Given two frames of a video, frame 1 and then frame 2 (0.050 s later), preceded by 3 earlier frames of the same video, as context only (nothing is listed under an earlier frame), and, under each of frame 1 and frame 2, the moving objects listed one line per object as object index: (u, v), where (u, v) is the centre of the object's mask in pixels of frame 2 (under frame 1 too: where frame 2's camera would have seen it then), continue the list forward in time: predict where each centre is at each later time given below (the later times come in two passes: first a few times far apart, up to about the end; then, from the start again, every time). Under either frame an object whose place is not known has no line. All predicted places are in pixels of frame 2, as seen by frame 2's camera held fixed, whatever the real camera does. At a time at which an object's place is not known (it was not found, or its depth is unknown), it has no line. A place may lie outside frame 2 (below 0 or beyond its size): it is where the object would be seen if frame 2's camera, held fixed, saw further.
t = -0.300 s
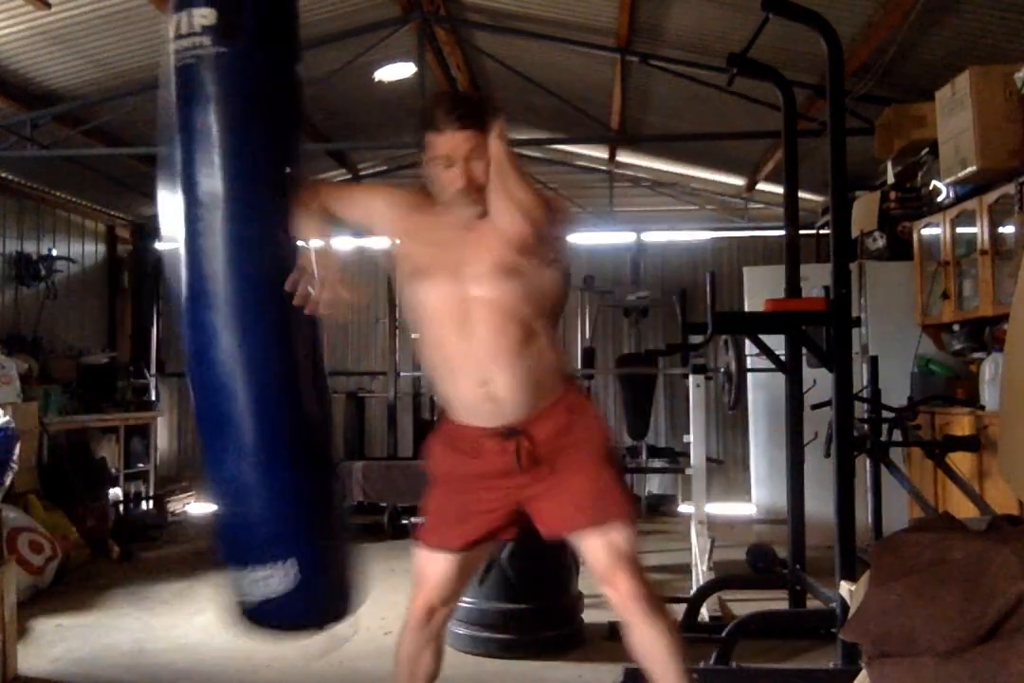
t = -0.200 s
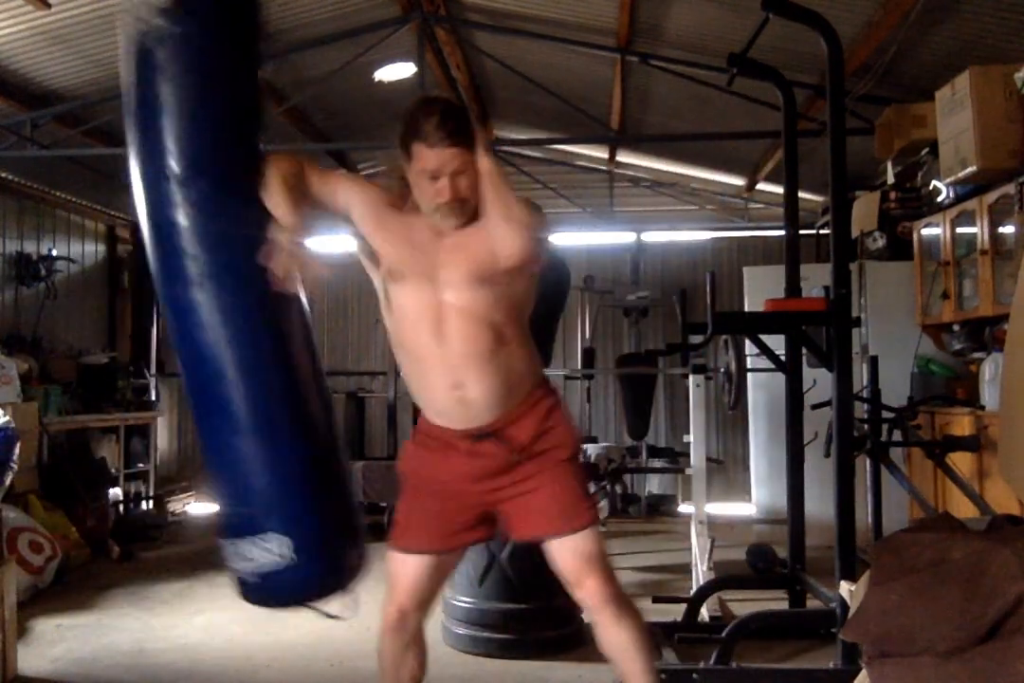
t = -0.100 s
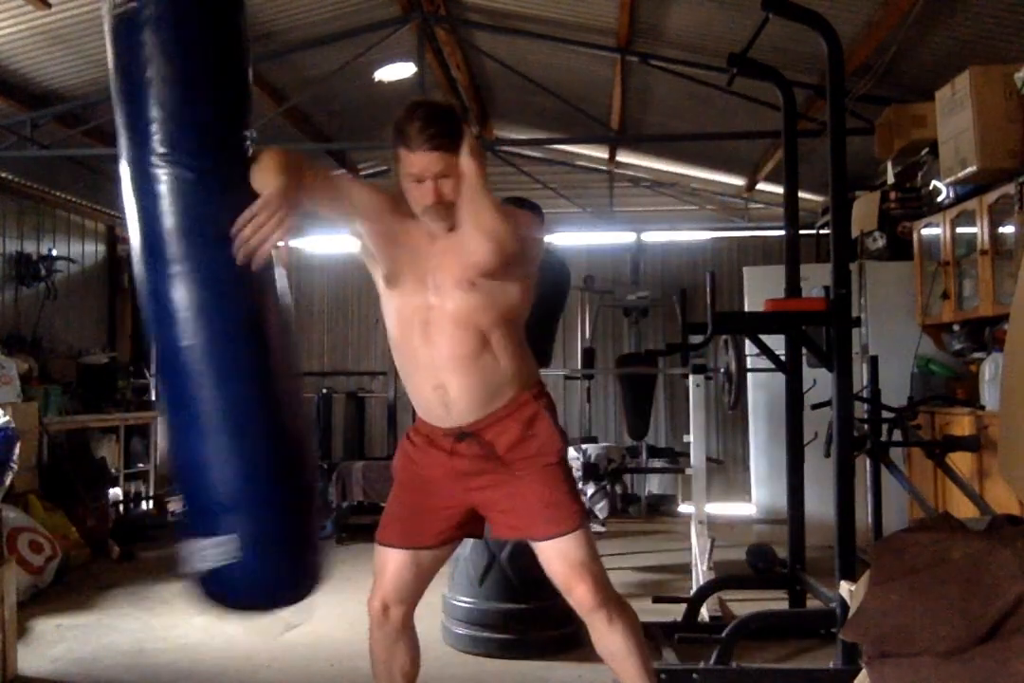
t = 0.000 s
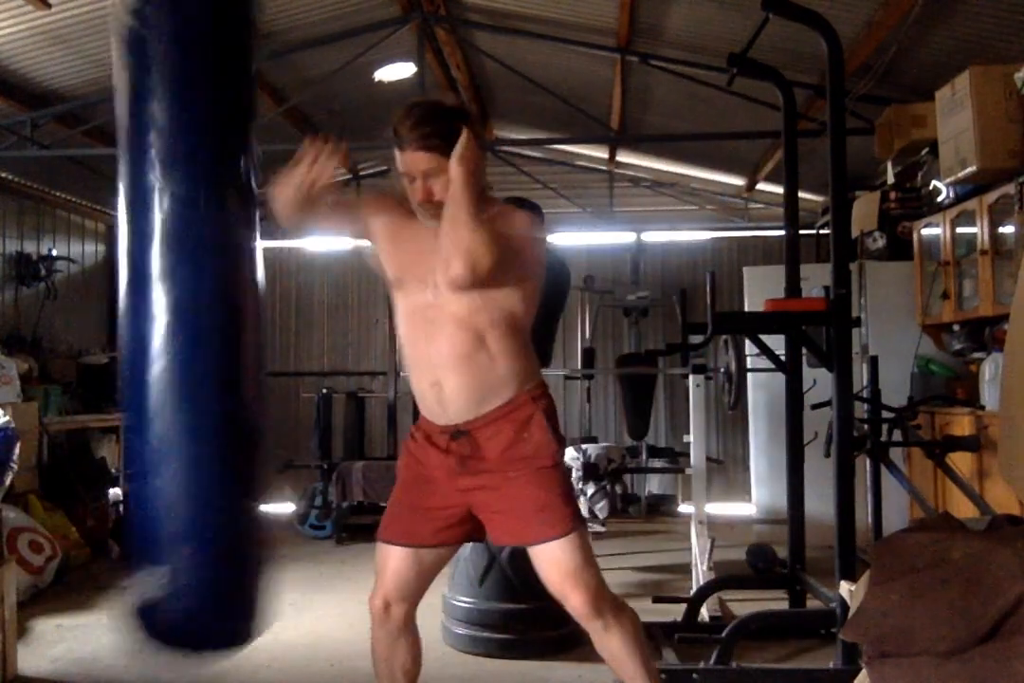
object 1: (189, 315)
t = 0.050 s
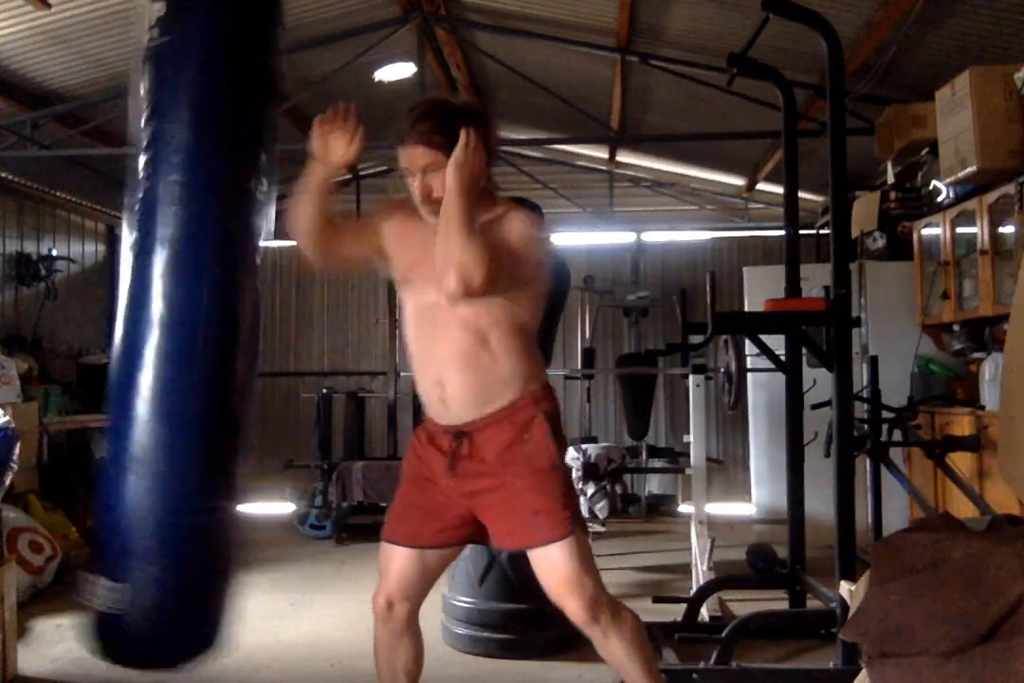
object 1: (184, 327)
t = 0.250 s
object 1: (146, 337)
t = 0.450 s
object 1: (124, 339)
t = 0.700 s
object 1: (140, 344)
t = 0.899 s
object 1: (183, 338)
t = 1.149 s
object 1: (248, 328)
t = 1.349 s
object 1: (286, 319)
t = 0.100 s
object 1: (176, 328)
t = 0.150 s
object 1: (167, 325)
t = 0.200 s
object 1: (157, 330)
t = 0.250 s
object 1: (146, 337)
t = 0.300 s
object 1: (135, 340)
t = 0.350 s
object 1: (129, 338)
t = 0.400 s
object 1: (125, 339)
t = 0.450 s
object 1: (124, 339)
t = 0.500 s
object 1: (124, 340)
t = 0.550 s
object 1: (124, 342)
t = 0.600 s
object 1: (127, 344)
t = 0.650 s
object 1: (132, 344)
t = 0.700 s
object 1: (140, 344)
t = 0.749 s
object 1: (150, 342)
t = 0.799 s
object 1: (160, 342)
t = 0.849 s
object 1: (171, 339)
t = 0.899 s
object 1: (183, 338)
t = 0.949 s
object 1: (197, 336)
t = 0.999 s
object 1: (210, 335)
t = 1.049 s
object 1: (224, 331)
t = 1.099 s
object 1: (236, 331)
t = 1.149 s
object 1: (248, 328)
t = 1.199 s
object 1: (259, 326)
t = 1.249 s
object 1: (270, 324)
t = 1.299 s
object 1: (278, 321)
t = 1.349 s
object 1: (286, 319)
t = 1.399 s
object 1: (294, 318)
